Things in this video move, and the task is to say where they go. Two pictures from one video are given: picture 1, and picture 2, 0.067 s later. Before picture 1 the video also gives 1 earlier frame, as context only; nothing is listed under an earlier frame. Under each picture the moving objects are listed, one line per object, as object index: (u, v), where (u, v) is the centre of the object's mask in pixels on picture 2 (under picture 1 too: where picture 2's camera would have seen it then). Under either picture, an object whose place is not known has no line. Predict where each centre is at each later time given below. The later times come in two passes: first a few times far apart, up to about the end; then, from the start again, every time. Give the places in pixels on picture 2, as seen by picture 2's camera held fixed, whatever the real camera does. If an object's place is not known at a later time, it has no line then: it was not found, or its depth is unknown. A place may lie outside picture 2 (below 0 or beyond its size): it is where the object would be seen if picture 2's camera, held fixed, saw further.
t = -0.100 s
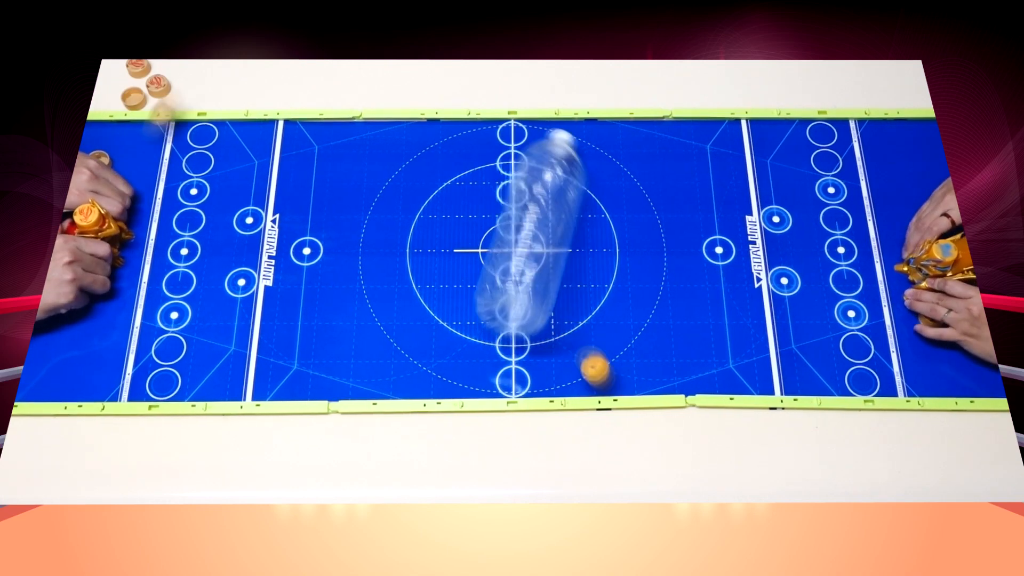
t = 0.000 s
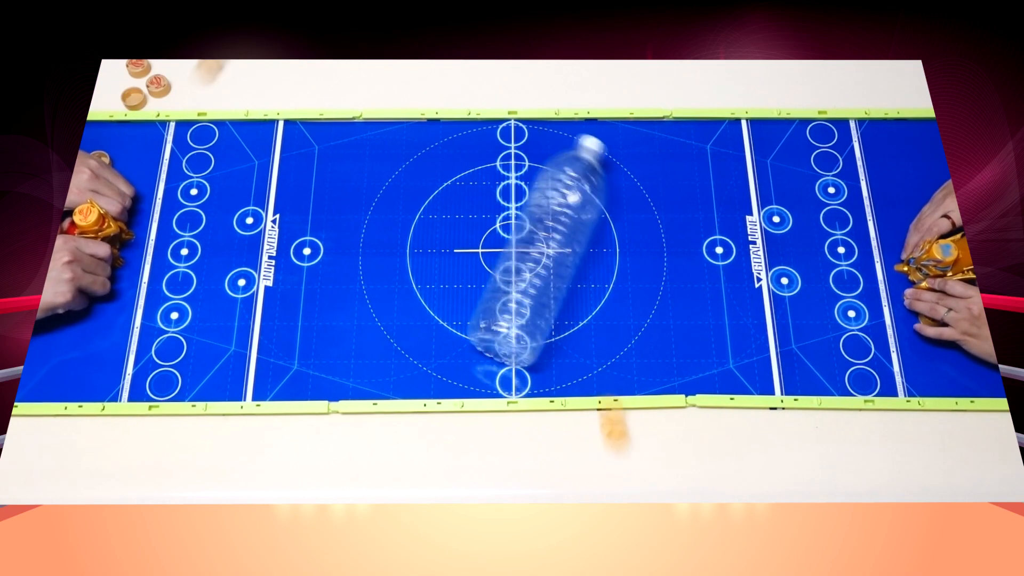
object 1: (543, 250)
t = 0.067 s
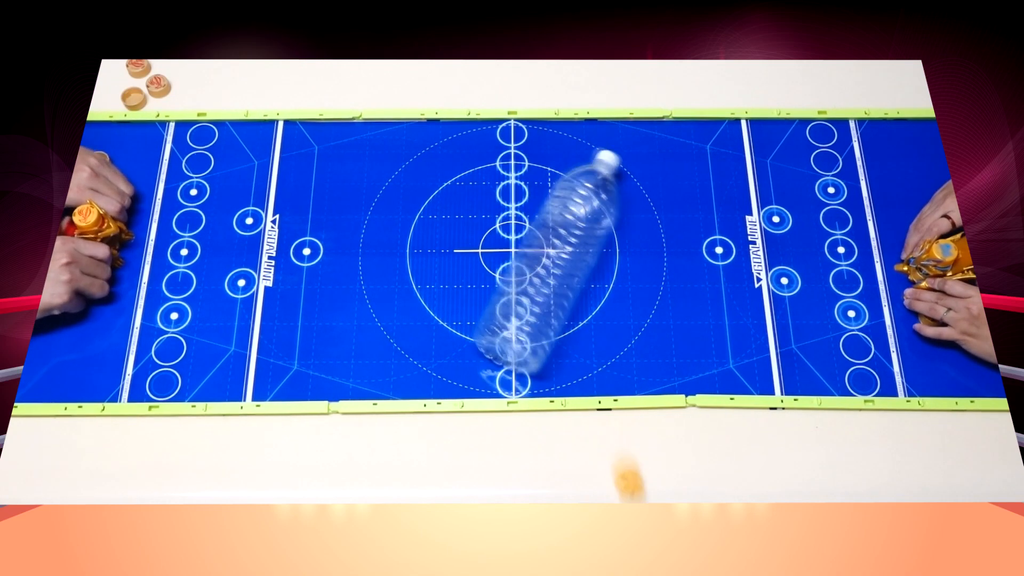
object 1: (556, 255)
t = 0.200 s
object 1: (584, 258)
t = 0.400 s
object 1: (610, 268)
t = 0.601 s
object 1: (594, 263)
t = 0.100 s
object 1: (562, 257)
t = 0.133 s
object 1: (568, 259)
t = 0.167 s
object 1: (580, 255)
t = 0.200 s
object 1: (584, 258)
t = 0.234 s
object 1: (588, 261)
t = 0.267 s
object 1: (592, 263)
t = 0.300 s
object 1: (597, 263)
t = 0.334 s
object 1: (601, 267)
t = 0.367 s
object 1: (605, 269)
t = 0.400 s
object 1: (610, 268)
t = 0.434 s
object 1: (613, 269)
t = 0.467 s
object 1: (611, 268)
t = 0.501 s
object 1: (604, 267)
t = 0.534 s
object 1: (600, 266)
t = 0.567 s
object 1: (597, 265)
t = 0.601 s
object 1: (594, 263)
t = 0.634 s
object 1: (592, 261)
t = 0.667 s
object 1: (590, 260)
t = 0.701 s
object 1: (574, 266)
